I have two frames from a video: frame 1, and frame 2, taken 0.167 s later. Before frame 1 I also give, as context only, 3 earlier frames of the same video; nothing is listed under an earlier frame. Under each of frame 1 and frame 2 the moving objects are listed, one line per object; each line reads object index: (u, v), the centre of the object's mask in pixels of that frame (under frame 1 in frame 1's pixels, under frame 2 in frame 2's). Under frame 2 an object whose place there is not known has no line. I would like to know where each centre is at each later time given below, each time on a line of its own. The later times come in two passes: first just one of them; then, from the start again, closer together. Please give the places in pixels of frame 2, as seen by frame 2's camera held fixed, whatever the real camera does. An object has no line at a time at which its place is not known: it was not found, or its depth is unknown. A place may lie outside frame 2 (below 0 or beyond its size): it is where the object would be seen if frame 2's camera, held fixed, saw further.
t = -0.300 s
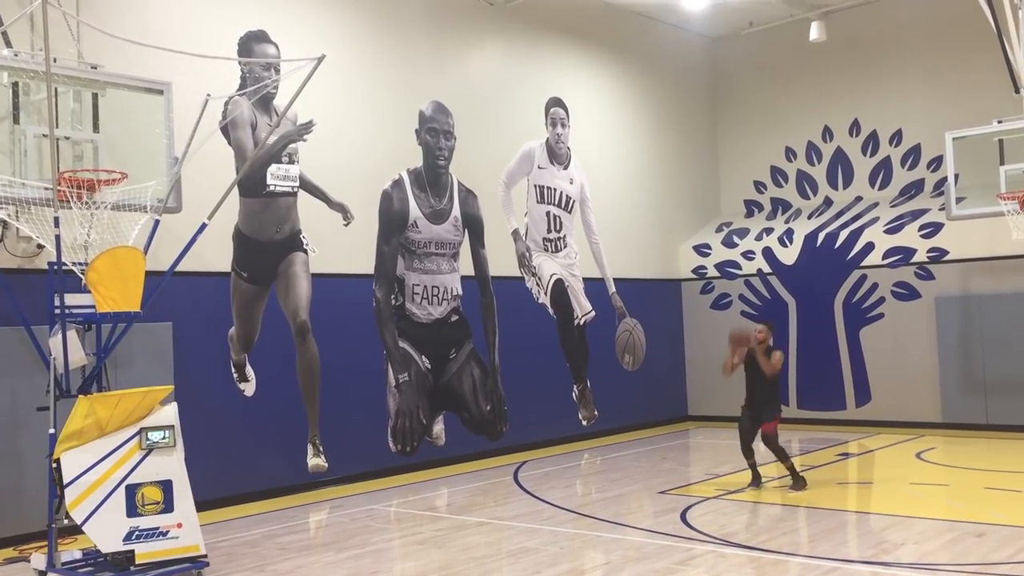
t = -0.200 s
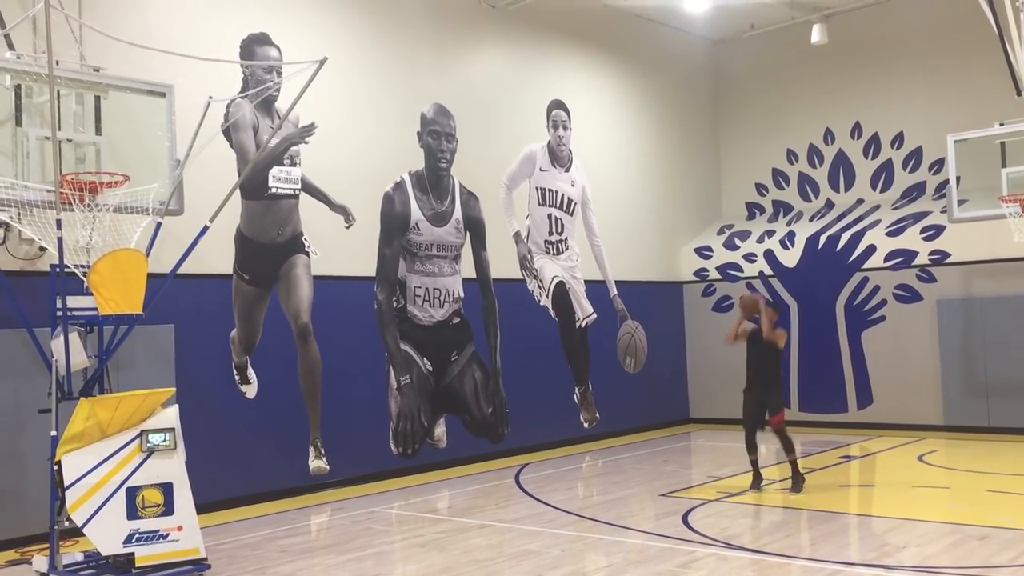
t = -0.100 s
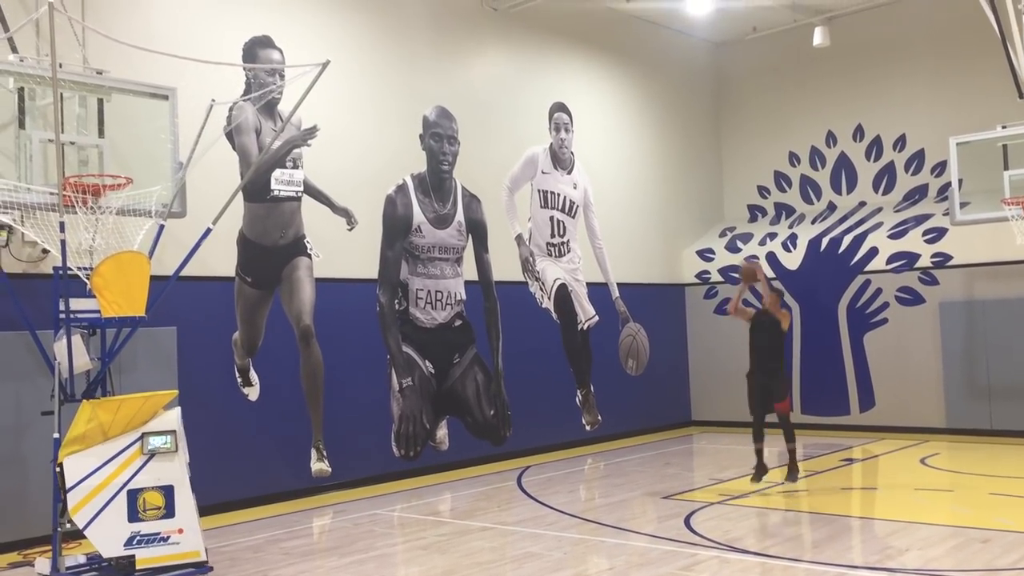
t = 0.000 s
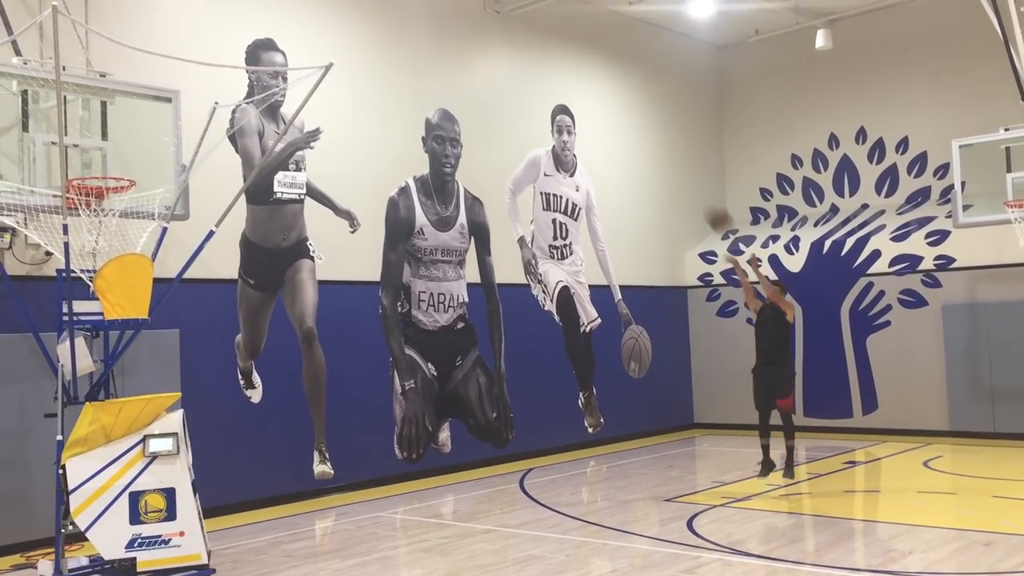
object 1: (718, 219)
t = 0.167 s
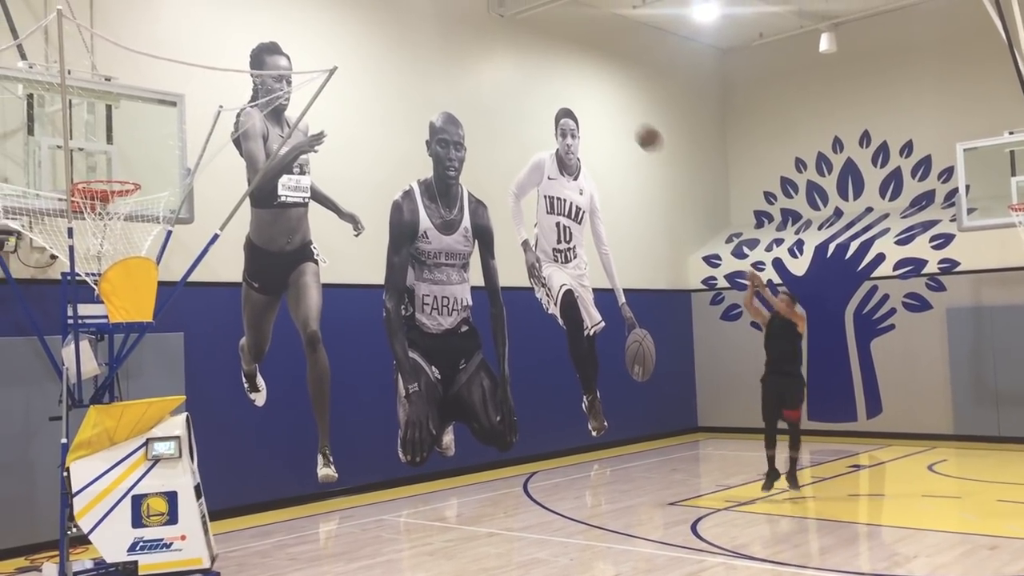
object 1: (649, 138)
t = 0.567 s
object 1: (454, 25)
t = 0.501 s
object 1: (489, 34)
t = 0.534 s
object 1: (471, 29)
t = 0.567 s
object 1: (454, 25)
